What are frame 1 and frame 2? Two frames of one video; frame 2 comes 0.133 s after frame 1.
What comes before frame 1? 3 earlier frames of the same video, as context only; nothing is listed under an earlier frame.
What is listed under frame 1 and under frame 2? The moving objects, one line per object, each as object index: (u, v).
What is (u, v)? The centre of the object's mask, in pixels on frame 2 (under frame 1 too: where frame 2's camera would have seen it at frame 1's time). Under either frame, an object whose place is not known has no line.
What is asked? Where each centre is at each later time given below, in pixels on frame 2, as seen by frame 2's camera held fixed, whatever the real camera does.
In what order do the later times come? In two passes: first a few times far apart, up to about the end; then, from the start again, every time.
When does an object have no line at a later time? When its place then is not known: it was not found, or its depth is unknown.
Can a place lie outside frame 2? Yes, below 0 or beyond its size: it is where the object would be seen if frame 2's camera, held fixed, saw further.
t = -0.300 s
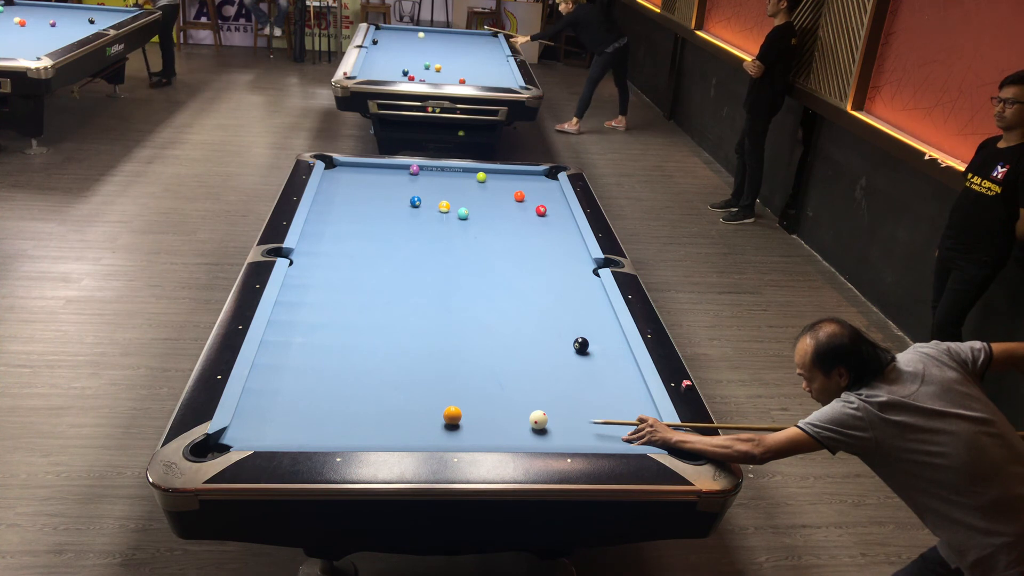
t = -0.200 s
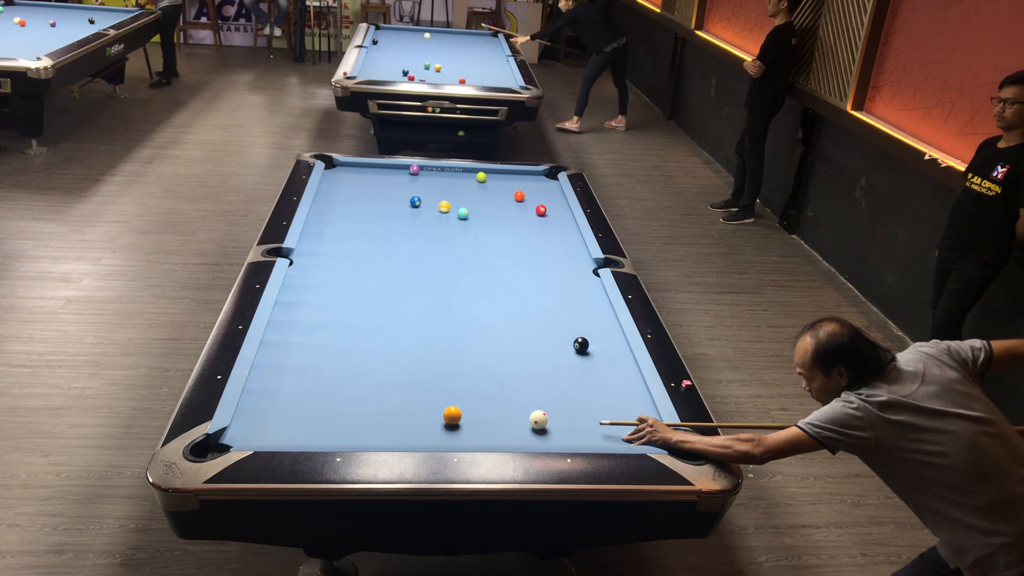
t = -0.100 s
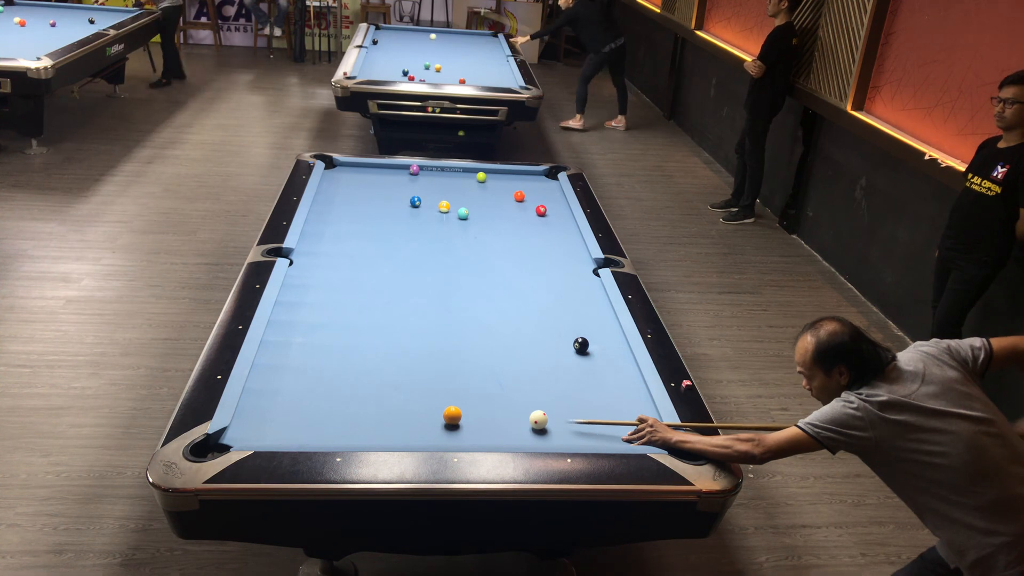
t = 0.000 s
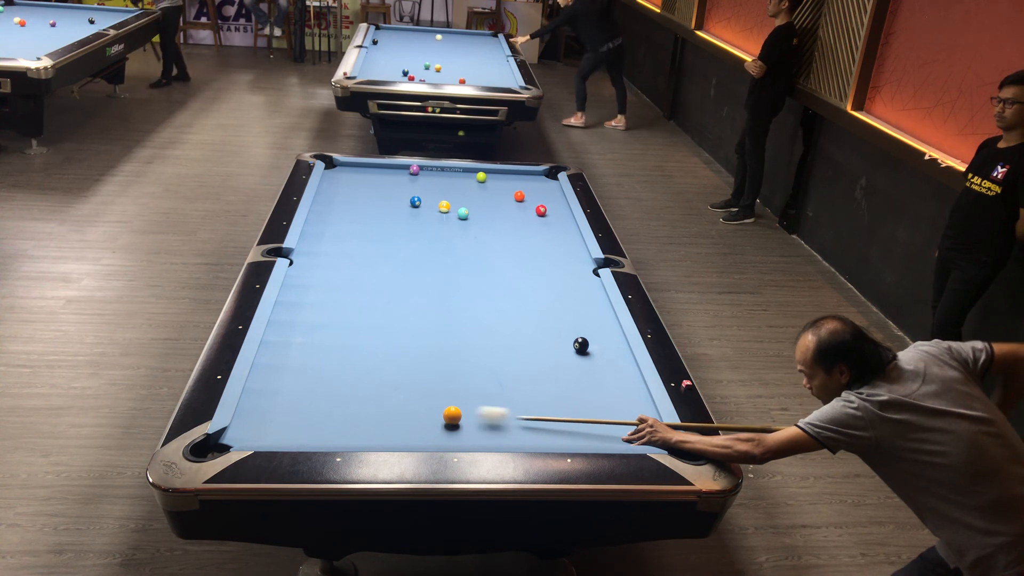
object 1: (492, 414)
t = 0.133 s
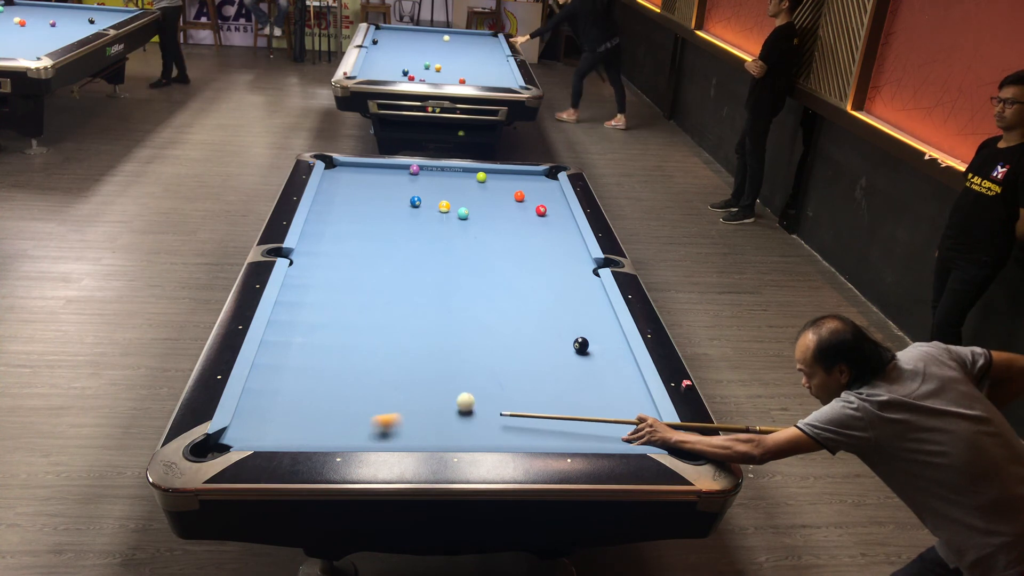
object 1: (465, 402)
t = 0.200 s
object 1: (464, 396)
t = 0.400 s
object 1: (458, 379)
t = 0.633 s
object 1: (452, 361)
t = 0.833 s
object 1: (447, 348)
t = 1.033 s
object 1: (443, 336)
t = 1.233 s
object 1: (439, 324)
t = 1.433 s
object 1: (436, 314)
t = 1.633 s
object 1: (433, 305)
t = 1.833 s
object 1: (429, 297)
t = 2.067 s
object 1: (426, 288)
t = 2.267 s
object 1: (423, 281)
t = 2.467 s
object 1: (421, 275)
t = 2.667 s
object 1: (419, 269)
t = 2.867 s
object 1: (417, 264)
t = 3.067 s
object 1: (414, 259)
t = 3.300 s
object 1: (411, 254)
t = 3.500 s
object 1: (409, 250)
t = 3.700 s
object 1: (407, 247)
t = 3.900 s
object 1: (404, 244)
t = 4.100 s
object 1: (402, 241)
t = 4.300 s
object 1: (400, 239)
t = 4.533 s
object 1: (397, 237)
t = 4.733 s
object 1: (395, 235)
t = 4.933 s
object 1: (393, 234)
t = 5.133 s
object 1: (392, 233)
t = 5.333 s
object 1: (391, 232)
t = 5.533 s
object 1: (390, 232)
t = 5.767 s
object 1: (390, 232)
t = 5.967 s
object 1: (390, 232)
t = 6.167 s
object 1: (390, 232)
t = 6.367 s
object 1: (390, 232)
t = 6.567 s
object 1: (390, 232)
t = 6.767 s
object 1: (390, 232)
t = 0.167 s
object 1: (465, 399)
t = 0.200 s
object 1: (464, 396)
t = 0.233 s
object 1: (463, 393)
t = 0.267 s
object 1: (462, 390)
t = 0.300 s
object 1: (461, 387)
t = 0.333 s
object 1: (460, 384)
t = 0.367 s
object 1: (459, 382)
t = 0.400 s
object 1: (458, 379)
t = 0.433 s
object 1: (457, 376)
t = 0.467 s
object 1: (456, 374)
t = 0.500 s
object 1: (455, 371)
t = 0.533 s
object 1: (454, 369)
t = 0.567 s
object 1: (454, 366)
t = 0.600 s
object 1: (453, 364)
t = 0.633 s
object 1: (452, 361)
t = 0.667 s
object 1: (451, 359)
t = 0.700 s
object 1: (450, 357)
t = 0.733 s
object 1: (449, 354)
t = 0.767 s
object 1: (449, 352)
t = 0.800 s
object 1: (448, 350)
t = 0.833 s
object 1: (447, 348)
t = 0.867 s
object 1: (447, 346)
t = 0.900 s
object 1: (446, 344)
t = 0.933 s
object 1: (445, 341)
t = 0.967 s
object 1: (444, 339)
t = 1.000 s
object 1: (444, 337)
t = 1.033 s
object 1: (443, 336)
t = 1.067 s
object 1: (442, 334)
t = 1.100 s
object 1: (442, 332)
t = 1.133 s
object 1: (441, 330)
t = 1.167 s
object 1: (440, 328)
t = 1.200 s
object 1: (440, 326)
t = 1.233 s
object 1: (439, 324)
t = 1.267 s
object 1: (439, 323)
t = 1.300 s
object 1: (438, 321)
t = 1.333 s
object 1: (438, 319)
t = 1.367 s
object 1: (437, 318)
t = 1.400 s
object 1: (436, 316)
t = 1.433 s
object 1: (436, 314)
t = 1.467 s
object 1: (435, 313)
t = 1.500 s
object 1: (435, 311)
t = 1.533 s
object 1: (434, 309)
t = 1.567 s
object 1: (434, 308)
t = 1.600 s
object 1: (433, 306)
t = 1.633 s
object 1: (433, 305)
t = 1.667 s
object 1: (432, 304)
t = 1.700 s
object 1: (432, 302)
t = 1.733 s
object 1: (431, 301)
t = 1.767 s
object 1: (430, 299)
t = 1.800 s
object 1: (430, 298)
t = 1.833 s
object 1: (429, 297)
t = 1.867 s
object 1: (429, 296)
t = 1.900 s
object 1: (428, 294)
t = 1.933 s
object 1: (428, 293)
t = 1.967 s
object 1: (427, 292)
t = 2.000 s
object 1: (427, 290)
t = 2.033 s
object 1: (427, 289)
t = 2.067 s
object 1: (426, 288)
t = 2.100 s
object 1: (426, 287)
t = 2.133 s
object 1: (425, 286)
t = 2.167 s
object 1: (425, 285)
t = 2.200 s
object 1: (424, 283)
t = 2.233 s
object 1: (424, 282)
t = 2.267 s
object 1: (423, 281)
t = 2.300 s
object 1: (423, 280)
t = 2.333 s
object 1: (423, 279)
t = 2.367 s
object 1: (423, 278)
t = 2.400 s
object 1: (422, 277)
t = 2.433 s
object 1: (422, 276)
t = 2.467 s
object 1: (421, 275)
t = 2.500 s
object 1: (421, 274)
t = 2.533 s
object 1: (420, 273)
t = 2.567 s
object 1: (420, 272)
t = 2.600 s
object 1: (420, 271)
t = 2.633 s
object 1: (419, 270)
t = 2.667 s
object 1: (419, 269)
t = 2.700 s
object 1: (419, 268)
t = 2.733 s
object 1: (418, 267)
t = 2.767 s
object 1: (418, 267)
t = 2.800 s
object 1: (417, 266)
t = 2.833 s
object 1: (417, 265)
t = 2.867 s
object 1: (417, 264)
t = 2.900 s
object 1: (416, 263)
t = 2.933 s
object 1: (416, 262)
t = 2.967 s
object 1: (415, 262)
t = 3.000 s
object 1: (415, 261)
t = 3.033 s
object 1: (415, 260)
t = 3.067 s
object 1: (414, 259)
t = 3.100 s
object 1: (414, 259)
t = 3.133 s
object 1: (413, 258)
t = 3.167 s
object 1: (413, 257)
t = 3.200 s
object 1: (413, 256)
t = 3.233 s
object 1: (412, 256)
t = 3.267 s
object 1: (412, 255)
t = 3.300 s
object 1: (411, 254)
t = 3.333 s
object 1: (411, 253)
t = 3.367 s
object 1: (411, 253)
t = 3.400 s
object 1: (410, 252)
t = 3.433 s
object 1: (410, 252)
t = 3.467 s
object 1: (409, 251)
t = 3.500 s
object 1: (409, 250)
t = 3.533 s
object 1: (409, 250)
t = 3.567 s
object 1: (408, 249)
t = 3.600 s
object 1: (408, 249)
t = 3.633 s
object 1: (407, 248)
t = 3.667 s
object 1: (407, 247)
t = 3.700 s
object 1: (407, 247)
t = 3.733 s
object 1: (406, 246)
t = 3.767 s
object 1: (406, 246)
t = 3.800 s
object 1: (405, 246)
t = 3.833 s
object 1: (405, 245)
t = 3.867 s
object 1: (405, 244)
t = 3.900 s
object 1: (404, 244)
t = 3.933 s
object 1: (404, 244)
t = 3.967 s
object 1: (404, 243)
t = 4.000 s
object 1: (403, 243)
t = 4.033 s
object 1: (403, 242)
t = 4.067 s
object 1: (402, 242)
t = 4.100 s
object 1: (402, 241)
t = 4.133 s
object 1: (402, 241)
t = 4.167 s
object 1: (401, 241)
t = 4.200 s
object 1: (401, 240)
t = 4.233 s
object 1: (400, 240)
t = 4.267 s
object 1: (400, 240)
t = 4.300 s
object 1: (400, 239)
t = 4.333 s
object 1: (399, 239)
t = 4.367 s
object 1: (399, 238)
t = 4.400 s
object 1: (399, 238)
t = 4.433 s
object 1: (398, 238)
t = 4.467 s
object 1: (398, 237)
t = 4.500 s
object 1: (398, 237)
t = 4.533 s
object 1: (397, 237)
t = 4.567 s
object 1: (397, 237)
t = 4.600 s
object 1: (396, 236)
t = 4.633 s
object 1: (396, 236)
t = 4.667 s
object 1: (396, 236)
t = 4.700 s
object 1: (396, 235)
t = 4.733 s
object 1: (395, 235)
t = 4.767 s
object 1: (395, 235)
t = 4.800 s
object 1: (395, 235)
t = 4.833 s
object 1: (394, 234)
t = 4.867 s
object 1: (394, 234)
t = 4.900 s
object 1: (394, 234)
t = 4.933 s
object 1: (393, 234)
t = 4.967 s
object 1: (393, 234)
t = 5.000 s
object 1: (393, 234)
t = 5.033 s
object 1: (393, 233)
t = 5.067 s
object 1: (393, 233)
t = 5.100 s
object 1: (392, 233)
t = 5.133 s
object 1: (392, 233)
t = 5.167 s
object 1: (392, 233)
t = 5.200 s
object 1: (392, 233)
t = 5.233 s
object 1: (391, 233)
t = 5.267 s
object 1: (391, 232)
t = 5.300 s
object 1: (391, 232)
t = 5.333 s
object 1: (391, 232)
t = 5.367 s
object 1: (391, 232)
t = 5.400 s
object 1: (391, 232)
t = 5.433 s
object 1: (390, 232)
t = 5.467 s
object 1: (390, 232)
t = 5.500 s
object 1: (390, 232)
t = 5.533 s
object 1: (390, 232)
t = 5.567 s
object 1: (390, 232)
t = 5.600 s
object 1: (390, 232)
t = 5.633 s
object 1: (390, 232)
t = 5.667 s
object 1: (390, 232)
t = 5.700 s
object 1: (390, 232)
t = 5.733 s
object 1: (390, 232)
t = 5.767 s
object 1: (390, 232)
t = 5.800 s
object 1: (390, 232)
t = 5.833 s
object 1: (390, 232)
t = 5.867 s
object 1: (390, 232)
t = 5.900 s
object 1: (390, 232)
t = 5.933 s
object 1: (390, 232)
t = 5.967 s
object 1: (390, 232)
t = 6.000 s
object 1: (390, 232)
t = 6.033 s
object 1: (390, 232)
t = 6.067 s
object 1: (390, 232)
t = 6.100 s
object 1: (390, 232)
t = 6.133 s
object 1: (390, 232)
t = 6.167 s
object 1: (390, 232)
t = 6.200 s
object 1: (390, 232)
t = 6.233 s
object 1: (390, 232)
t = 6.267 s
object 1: (390, 232)
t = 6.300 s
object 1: (390, 232)
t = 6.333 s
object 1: (390, 232)
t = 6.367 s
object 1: (390, 232)
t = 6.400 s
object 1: (390, 232)
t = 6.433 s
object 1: (390, 232)
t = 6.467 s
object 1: (390, 232)
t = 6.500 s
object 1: (390, 232)
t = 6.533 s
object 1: (390, 232)
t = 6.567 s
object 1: (390, 232)
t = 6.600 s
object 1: (390, 232)
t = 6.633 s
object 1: (390, 232)
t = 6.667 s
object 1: (390, 232)
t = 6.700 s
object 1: (390, 232)
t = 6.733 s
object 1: (390, 232)
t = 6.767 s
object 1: (390, 232)
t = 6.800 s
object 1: (390, 232)
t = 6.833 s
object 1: (390, 232)
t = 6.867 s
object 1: (390, 232)
